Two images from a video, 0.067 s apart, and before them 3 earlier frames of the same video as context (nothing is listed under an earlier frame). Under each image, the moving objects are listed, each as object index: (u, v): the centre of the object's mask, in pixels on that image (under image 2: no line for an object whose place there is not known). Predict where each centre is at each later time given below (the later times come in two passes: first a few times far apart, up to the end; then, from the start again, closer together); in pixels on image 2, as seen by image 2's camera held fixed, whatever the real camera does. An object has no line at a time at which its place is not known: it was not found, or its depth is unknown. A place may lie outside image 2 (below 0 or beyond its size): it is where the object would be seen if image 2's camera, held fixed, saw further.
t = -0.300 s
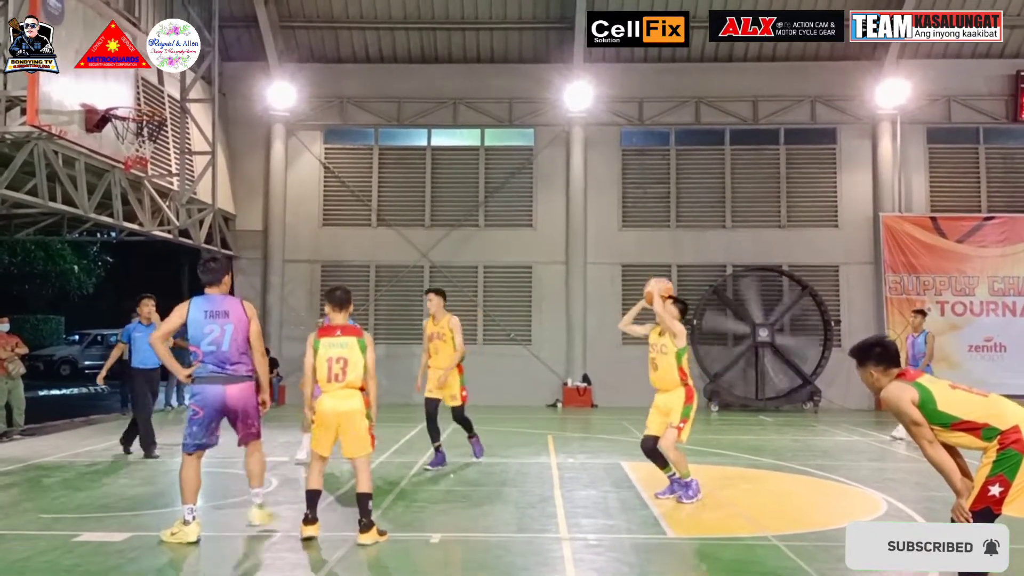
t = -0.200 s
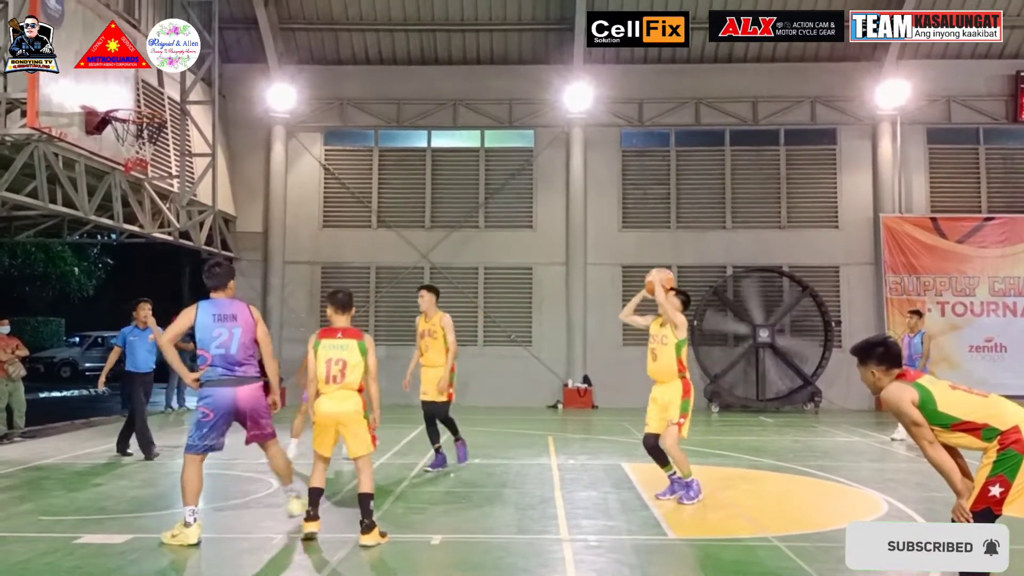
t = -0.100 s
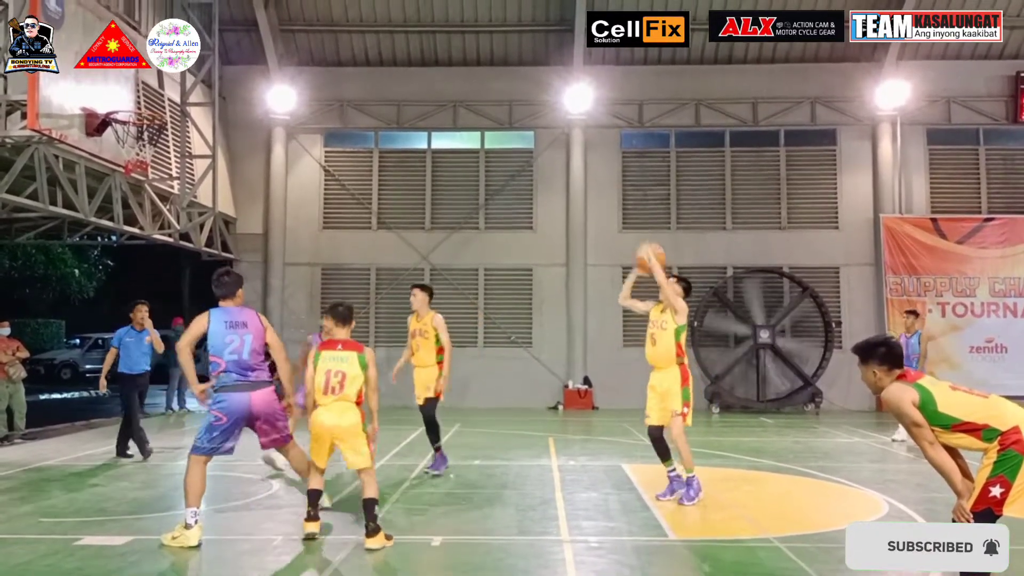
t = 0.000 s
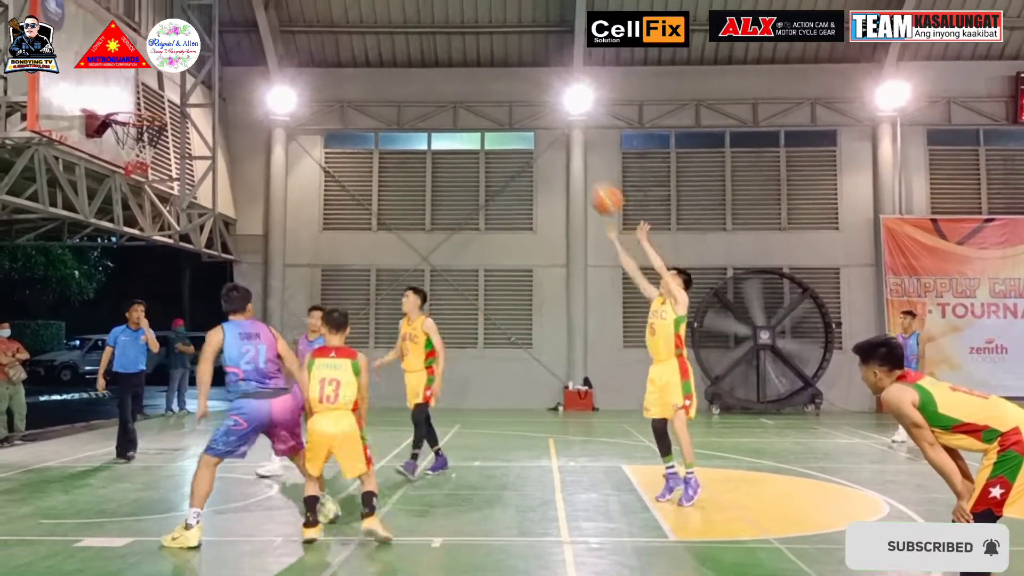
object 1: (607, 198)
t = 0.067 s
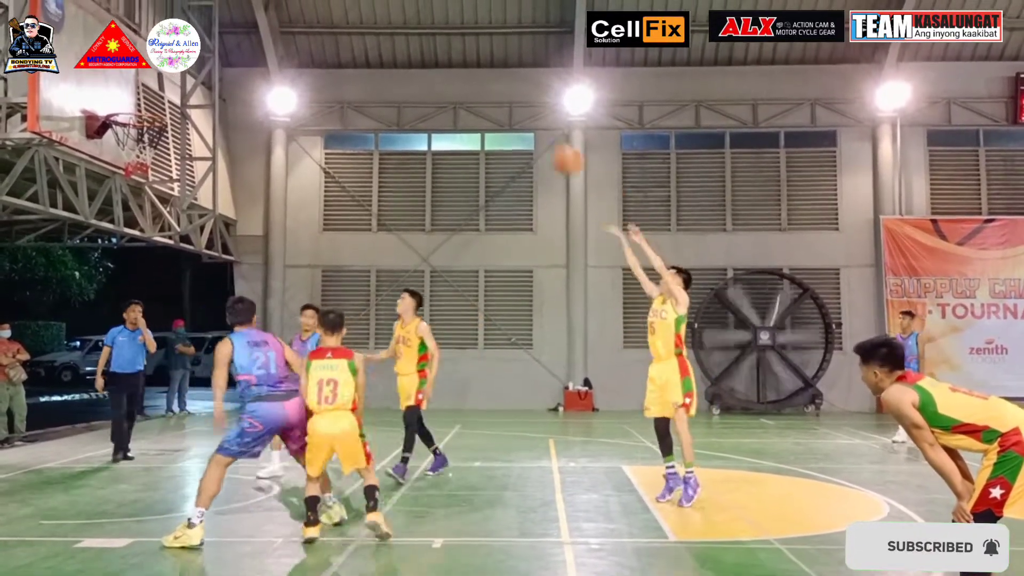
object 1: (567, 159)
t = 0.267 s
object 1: (455, 76)
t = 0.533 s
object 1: (306, 40)
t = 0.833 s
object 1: (142, 100)
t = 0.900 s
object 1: (128, 128)
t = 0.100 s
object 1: (550, 142)
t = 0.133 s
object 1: (531, 126)
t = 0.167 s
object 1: (511, 112)
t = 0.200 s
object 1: (492, 98)
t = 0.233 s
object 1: (474, 87)
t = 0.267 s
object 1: (455, 76)
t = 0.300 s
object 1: (436, 66)
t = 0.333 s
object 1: (417, 59)
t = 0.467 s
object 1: (343, 41)
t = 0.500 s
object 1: (324, 40)
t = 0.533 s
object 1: (306, 40)
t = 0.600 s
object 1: (269, 44)
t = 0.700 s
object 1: (215, 59)
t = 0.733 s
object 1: (197, 67)
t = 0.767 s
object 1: (179, 78)
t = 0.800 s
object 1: (159, 90)
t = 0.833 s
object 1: (142, 100)
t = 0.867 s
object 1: (126, 115)
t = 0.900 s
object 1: (128, 128)
